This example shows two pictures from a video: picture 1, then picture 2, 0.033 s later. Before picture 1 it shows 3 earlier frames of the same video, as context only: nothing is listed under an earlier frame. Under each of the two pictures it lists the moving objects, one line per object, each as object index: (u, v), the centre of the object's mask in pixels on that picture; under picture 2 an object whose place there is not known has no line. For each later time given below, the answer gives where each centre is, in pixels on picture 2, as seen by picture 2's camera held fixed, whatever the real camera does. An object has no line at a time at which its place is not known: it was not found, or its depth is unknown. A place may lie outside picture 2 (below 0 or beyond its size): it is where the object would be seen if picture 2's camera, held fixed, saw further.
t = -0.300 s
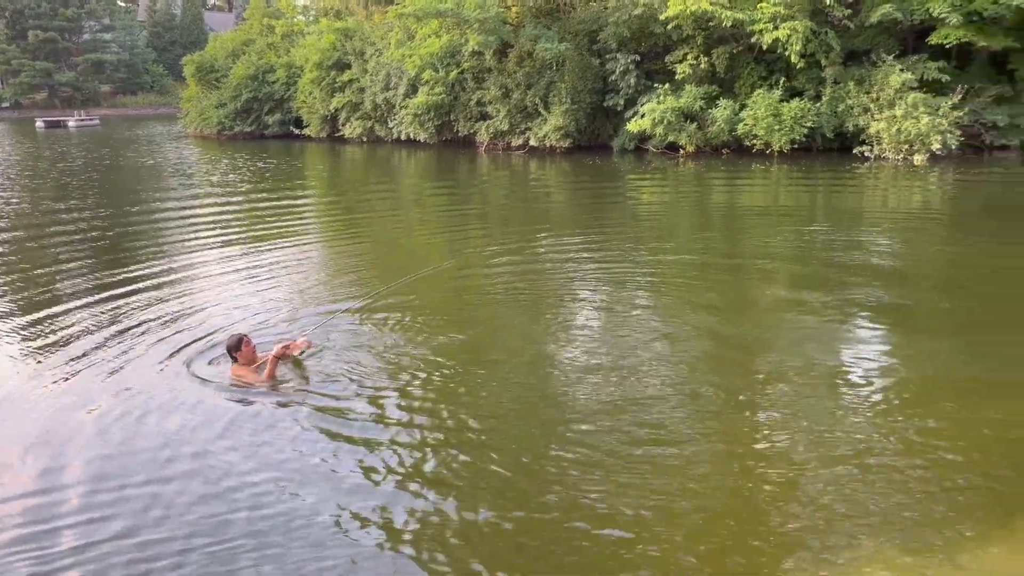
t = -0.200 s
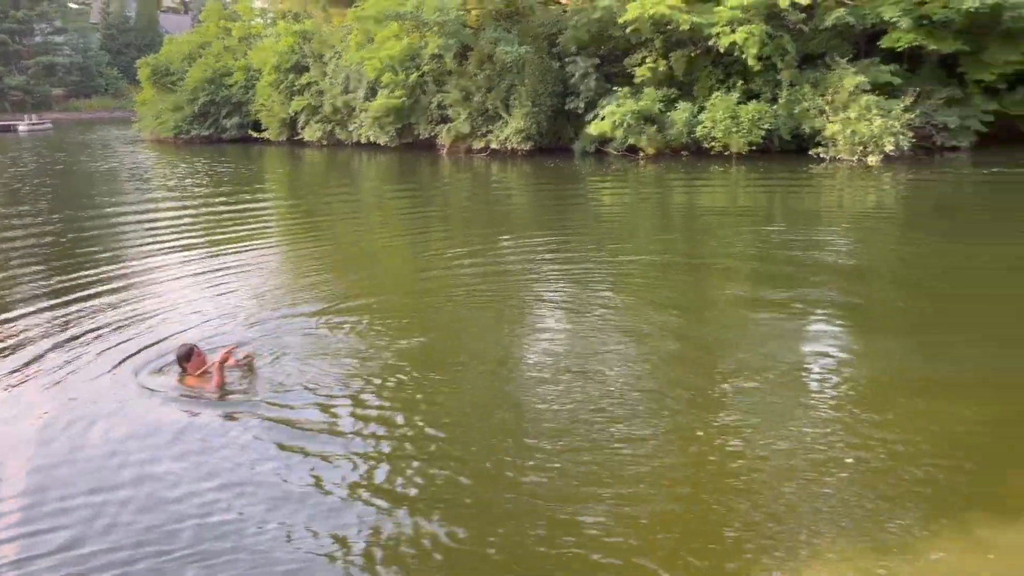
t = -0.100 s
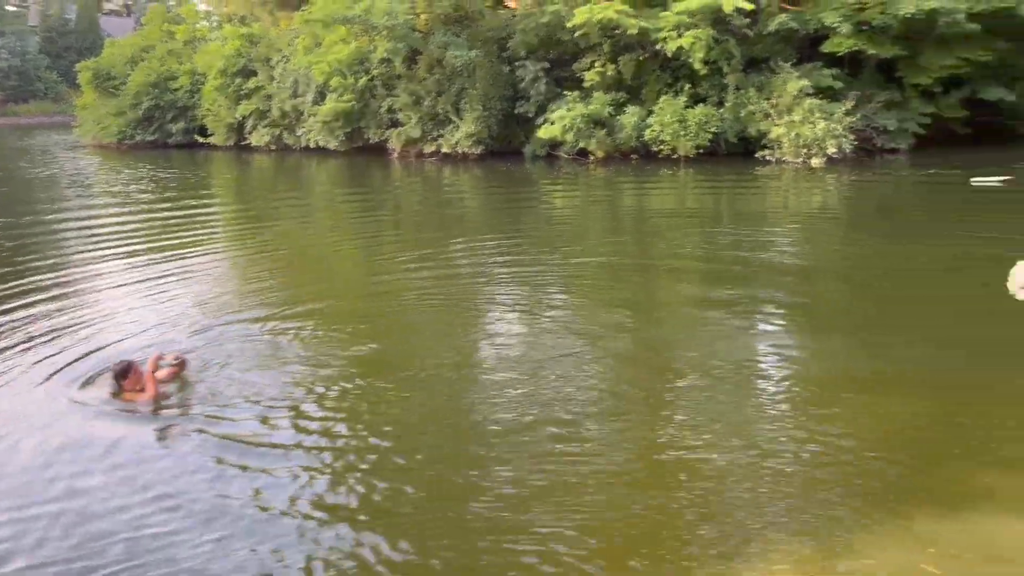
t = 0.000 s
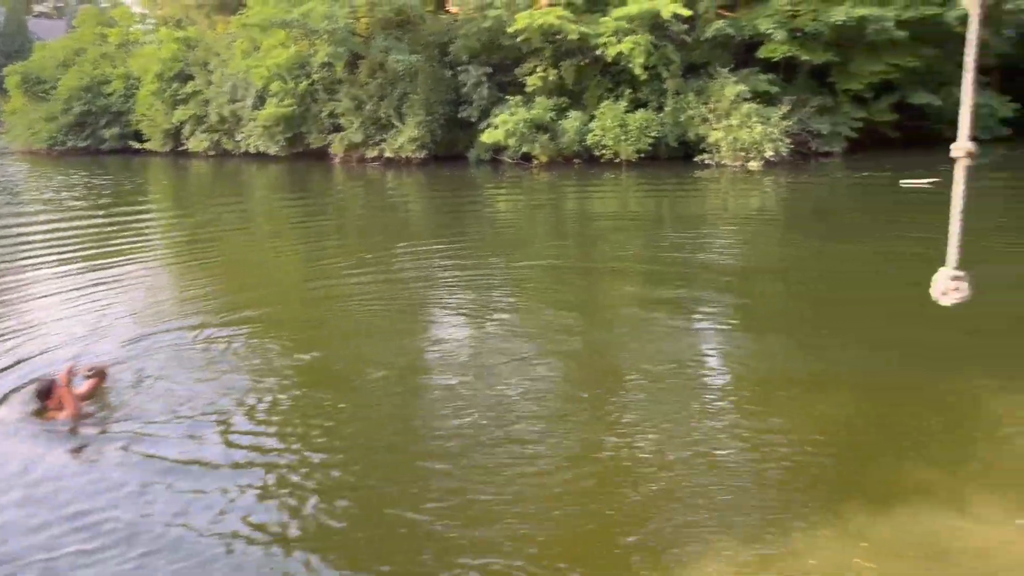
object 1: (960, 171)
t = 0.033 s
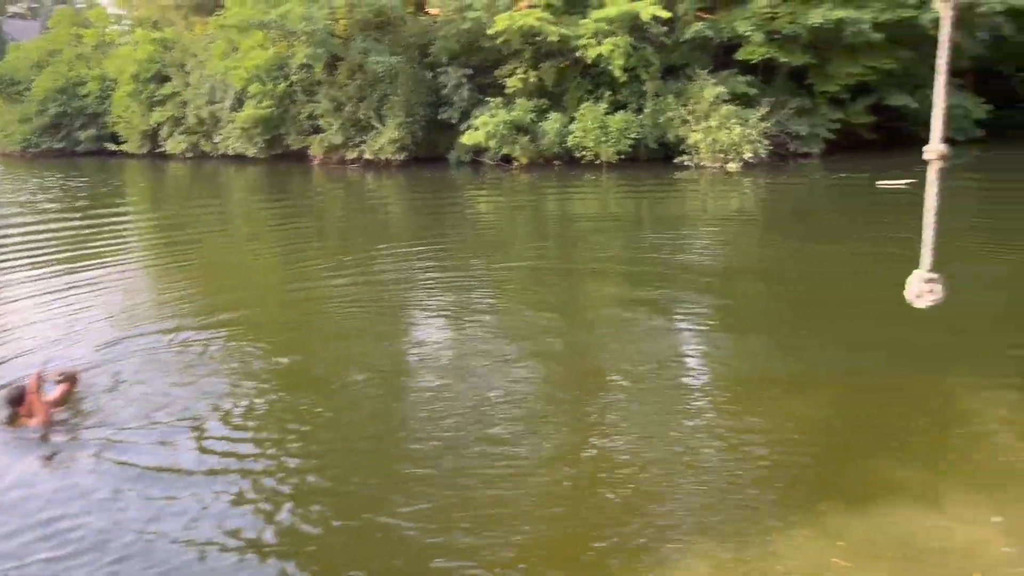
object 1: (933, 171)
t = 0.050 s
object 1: (935, 171)
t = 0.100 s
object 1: (941, 168)
